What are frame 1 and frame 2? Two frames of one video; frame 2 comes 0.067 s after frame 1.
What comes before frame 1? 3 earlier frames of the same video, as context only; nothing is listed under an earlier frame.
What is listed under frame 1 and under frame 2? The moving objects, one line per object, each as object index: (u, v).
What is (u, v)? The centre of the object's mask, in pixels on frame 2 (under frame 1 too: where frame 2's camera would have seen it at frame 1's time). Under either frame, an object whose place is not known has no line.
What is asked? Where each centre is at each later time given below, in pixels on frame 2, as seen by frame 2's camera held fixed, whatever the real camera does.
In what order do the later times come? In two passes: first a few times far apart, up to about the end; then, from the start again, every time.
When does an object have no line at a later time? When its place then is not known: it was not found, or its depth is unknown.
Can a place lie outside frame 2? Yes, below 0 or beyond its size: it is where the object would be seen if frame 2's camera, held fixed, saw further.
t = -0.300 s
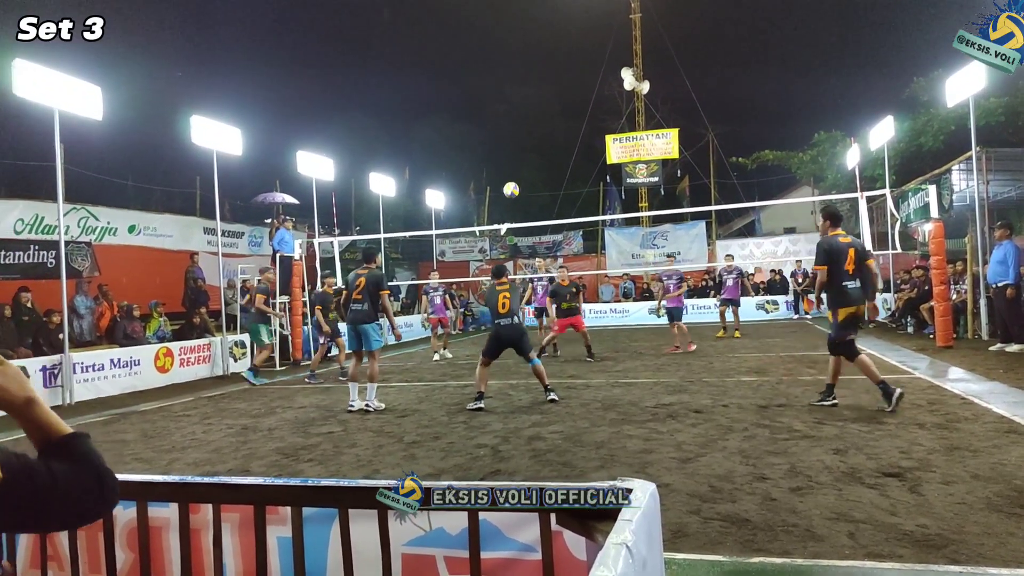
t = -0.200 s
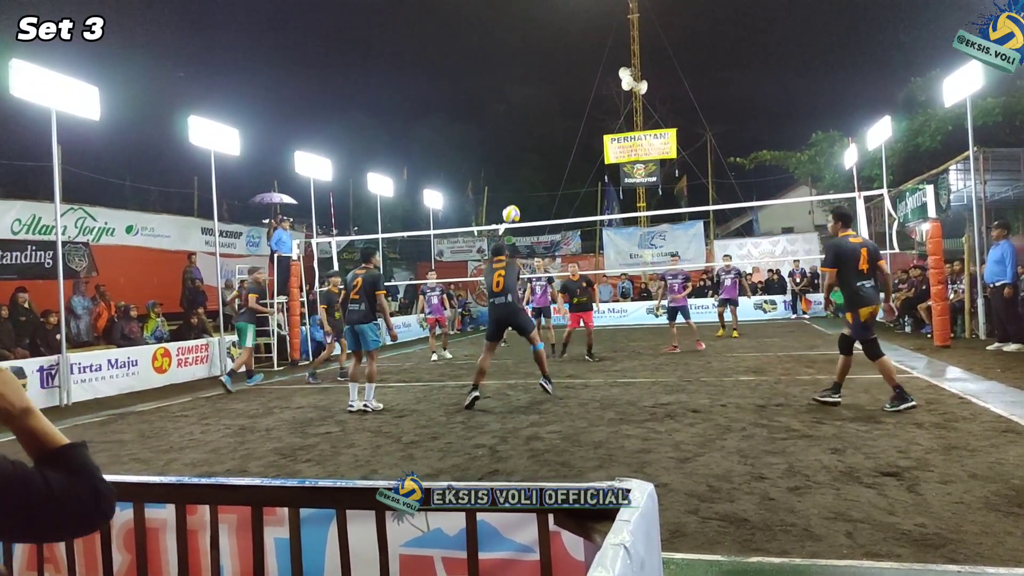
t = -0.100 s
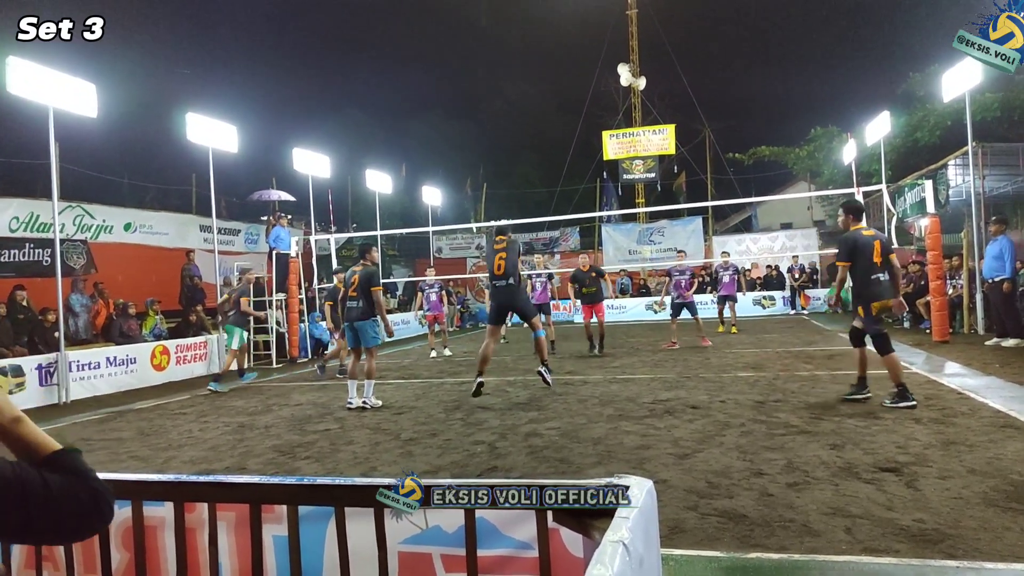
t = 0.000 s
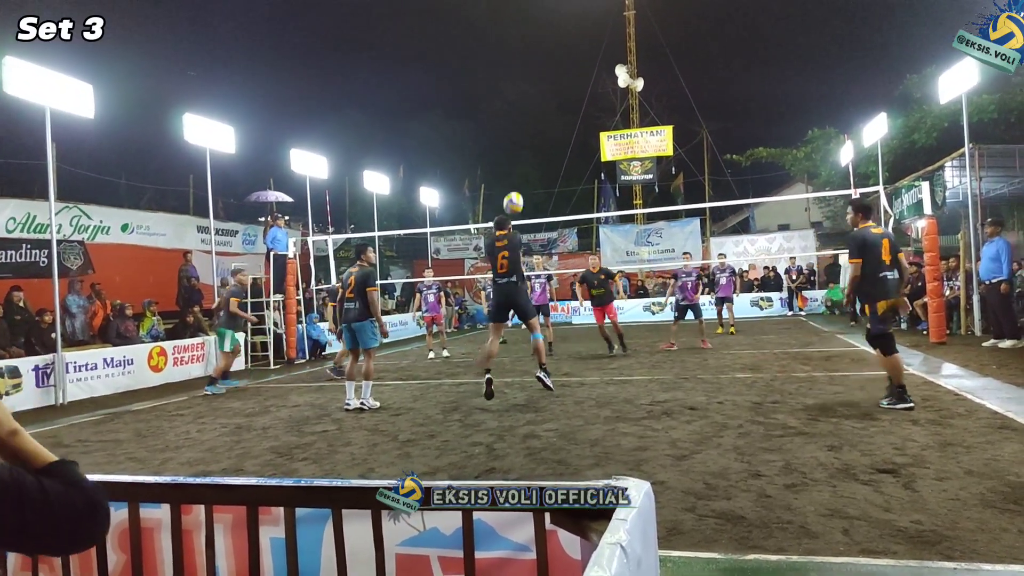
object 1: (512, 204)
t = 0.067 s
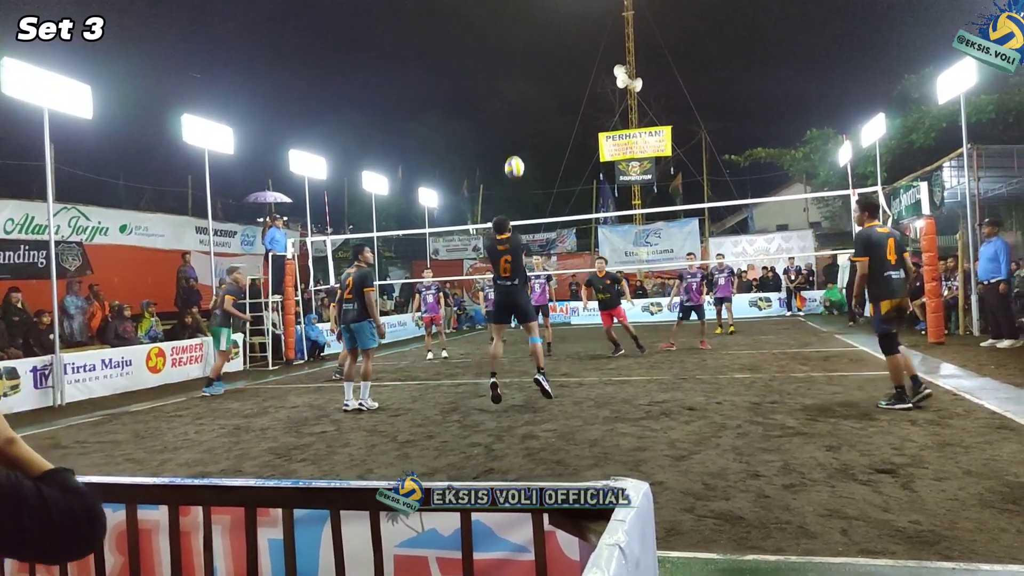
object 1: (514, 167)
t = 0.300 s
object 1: (523, 78)
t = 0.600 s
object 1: (537, 39)
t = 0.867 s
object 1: (551, 65)
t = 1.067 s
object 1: (562, 116)
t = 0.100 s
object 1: (515, 151)
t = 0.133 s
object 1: (517, 136)
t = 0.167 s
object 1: (518, 122)
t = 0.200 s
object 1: (519, 109)
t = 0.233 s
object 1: (520, 98)
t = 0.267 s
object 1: (522, 87)
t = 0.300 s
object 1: (523, 78)
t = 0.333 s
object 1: (524, 70)
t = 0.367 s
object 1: (526, 62)
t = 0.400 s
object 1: (527, 56)
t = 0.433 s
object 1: (529, 51)
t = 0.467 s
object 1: (530, 47)
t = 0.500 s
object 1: (532, 43)
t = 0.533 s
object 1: (533, 41)
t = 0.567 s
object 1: (535, 40)
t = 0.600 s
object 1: (537, 39)
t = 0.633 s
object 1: (538, 39)
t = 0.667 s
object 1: (540, 40)
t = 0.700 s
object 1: (542, 42)
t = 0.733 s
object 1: (543, 45)
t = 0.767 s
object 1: (545, 49)
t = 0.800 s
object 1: (547, 53)
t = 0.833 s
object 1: (549, 59)
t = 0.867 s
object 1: (551, 65)
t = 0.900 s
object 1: (553, 72)
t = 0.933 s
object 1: (555, 79)
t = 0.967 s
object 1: (557, 88)
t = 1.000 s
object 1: (558, 96)
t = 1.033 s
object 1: (560, 106)
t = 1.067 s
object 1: (562, 116)
